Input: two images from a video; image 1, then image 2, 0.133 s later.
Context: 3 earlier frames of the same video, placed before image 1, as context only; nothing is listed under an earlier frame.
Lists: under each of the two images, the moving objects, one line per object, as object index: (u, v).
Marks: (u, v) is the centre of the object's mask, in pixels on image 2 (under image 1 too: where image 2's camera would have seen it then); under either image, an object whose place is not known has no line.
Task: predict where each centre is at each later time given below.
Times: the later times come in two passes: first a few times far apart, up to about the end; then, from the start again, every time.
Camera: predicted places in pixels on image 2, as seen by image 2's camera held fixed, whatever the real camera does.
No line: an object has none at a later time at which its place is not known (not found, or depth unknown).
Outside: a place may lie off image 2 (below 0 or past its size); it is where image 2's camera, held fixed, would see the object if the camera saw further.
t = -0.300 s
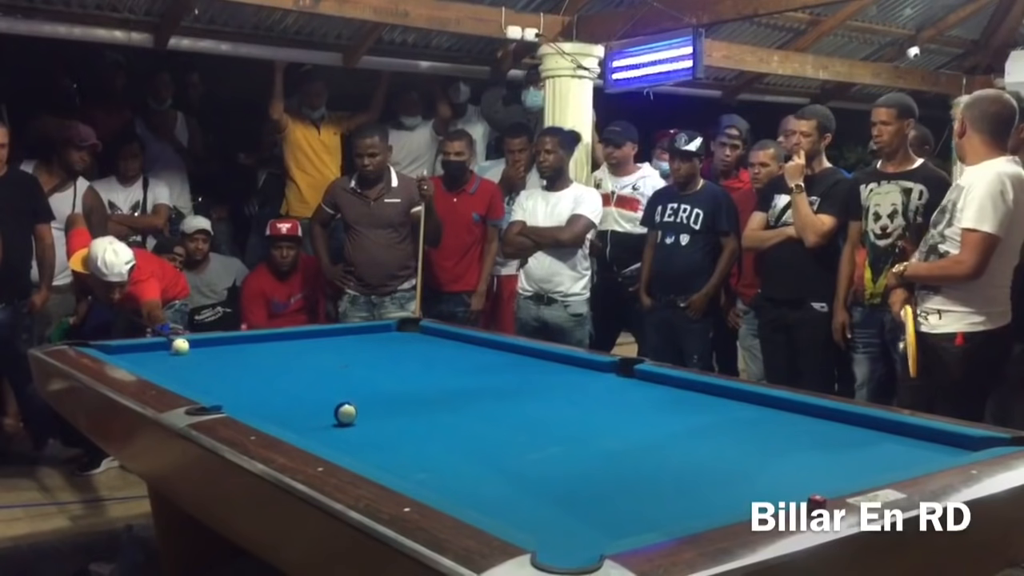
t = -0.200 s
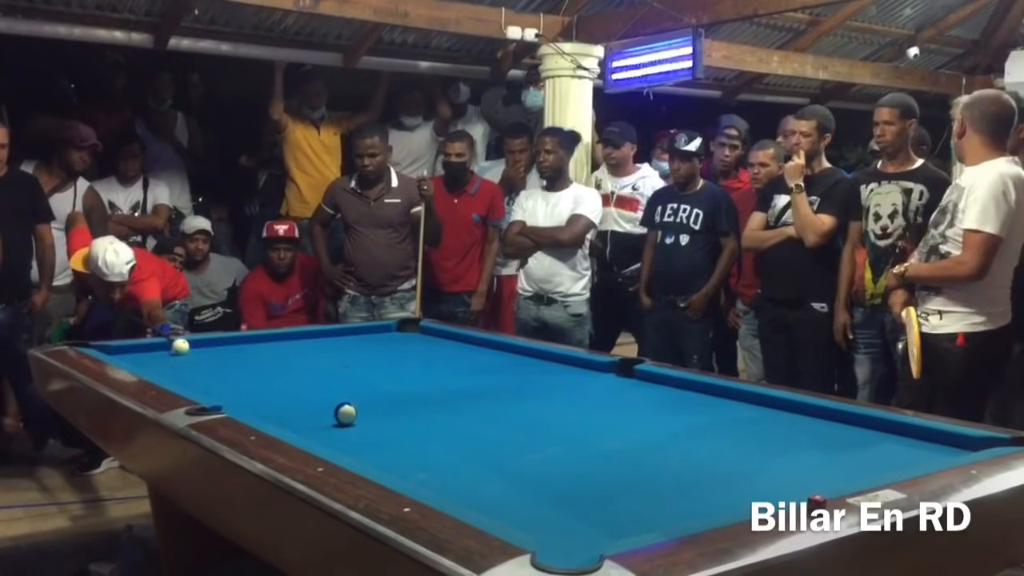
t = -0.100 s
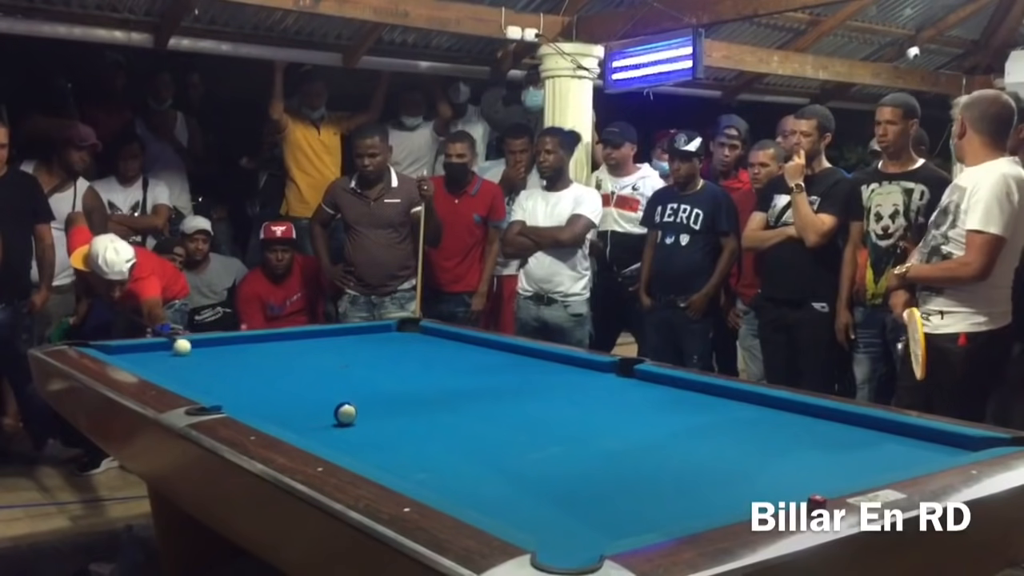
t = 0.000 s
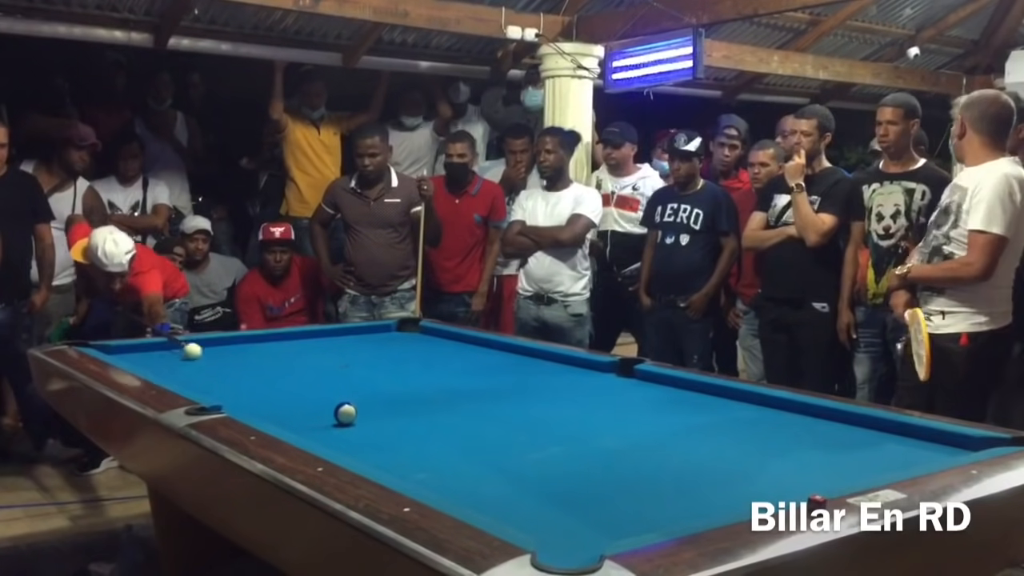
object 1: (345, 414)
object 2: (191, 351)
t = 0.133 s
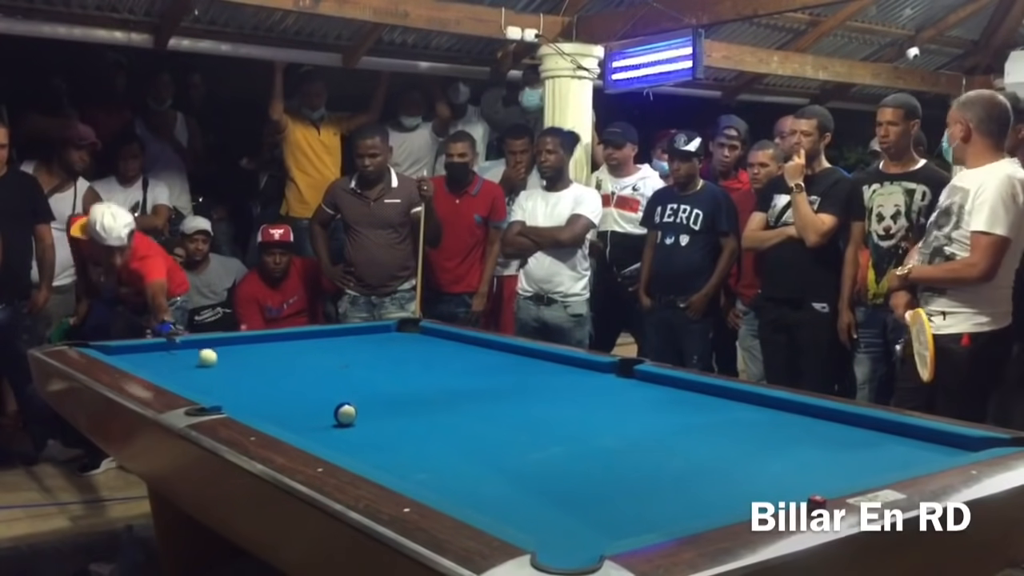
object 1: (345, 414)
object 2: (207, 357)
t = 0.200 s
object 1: (345, 414)
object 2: (215, 360)
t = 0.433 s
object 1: (345, 414)
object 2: (244, 371)
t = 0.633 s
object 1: (345, 414)
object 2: (272, 381)
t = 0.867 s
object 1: (345, 414)
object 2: (307, 395)
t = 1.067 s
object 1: (345, 414)
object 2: (336, 404)
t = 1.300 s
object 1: (361, 426)
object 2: (365, 407)
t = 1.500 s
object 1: (375, 436)
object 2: (384, 413)
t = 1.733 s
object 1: (391, 448)
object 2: (405, 415)
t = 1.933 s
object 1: (406, 460)
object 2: (422, 416)
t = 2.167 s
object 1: (424, 473)
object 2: (440, 417)
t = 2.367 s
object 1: (440, 482)
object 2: (454, 418)
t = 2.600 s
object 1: (458, 493)
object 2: (468, 419)
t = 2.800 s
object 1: (479, 502)
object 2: (478, 421)
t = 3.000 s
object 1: (501, 508)
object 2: (487, 421)
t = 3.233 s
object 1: (525, 516)
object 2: (495, 421)
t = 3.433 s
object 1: (543, 522)
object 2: (500, 422)
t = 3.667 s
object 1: (563, 528)
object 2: (503, 421)
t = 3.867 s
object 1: (579, 531)
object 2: (504, 422)
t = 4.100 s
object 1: (593, 536)
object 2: (504, 421)
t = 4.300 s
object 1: (601, 536)
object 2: (504, 421)
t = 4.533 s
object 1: (607, 535)
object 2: (504, 421)
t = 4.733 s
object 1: (605, 535)
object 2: (504, 422)
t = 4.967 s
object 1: (605, 535)
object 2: (504, 421)
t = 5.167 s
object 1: (605, 536)
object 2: (504, 421)
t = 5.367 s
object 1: (605, 535)
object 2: (504, 422)
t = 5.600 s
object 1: (605, 536)
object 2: (504, 422)
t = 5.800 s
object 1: (605, 536)
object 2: (504, 422)
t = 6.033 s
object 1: (604, 536)
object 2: (504, 422)
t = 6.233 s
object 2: (505, 421)
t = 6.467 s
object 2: (504, 422)
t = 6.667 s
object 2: (505, 421)
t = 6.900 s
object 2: (504, 421)
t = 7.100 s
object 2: (504, 421)
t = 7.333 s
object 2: (504, 421)
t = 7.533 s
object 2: (504, 421)
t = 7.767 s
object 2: (504, 421)
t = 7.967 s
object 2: (504, 421)
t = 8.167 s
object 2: (505, 421)
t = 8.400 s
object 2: (504, 421)
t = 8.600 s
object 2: (505, 421)
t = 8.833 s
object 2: (505, 421)
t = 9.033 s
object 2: (505, 421)
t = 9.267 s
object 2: (505, 421)
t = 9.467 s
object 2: (505, 421)
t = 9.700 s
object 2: (504, 421)
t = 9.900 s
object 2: (505, 421)
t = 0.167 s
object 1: (345, 414)
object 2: (211, 358)
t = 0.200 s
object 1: (345, 414)
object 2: (215, 360)
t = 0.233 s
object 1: (345, 414)
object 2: (219, 362)
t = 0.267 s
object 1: (345, 414)
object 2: (223, 363)
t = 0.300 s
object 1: (345, 414)
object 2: (227, 364)
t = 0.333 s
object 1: (345, 414)
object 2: (231, 366)
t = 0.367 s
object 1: (345, 414)
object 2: (235, 368)
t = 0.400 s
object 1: (345, 414)
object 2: (240, 369)
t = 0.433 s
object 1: (345, 414)
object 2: (244, 371)
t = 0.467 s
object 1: (345, 414)
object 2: (249, 372)
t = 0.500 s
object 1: (345, 414)
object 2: (253, 374)
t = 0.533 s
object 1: (345, 414)
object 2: (258, 376)
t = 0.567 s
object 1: (345, 414)
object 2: (262, 378)
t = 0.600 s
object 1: (345, 414)
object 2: (267, 379)
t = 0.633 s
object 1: (345, 414)
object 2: (272, 381)
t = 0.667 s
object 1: (345, 414)
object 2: (277, 383)
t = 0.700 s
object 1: (345, 414)
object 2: (281, 385)
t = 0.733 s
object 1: (345, 414)
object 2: (287, 387)
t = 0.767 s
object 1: (345, 414)
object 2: (291, 389)
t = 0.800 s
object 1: (345, 414)
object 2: (297, 391)
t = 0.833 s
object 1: (345, 414)
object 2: (302, 393)
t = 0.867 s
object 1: (345, 414)
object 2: (307, 395)
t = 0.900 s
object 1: (345, 414)
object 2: (312, 397)
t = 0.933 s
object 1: (345, 414)
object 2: (318, 400)
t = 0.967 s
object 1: (345, 414)
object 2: (323, 402)
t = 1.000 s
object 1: (345, 414)
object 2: (328, 403)
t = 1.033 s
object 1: (345, 413)
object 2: (332, 404)
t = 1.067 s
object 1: (345, 414)
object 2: (336, 404)
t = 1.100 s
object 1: (348, 415)
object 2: (341, 403)
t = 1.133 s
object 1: (350, 418)
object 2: (345, 404)
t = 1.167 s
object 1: (353, 420)
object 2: (350, 405)
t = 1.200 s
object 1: (355, 420)
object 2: (353, 405)
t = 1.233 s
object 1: (358, 422)
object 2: (358, 405)
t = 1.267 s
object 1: (360, 424)
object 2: (361, 407)
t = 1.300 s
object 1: (361, 426)
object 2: (365, 407)
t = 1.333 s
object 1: (364, 427)
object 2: (368, 408)
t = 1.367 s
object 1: (366, 429)
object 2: (371, 408)
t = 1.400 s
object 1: (368, 431)
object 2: (374, 410)
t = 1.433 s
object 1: (370, 433)
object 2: (378, 411)
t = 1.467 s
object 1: (373, 435)
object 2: (381, 412)
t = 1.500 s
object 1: (375, 436)
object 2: (384, 413)
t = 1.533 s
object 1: (377, 438)
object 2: (387, 413)
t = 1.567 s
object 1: (380, 439)
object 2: (390, 414)
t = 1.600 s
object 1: (382, 442)
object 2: (393, 414)
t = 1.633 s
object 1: (385, 444)
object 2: (396, 414)
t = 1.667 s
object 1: (387, 445)
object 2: (399, 414)
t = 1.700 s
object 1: (389, 447)
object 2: (402, 414)
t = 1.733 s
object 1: (391, 448)
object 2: (405, 415)
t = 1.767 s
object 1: (394, 450)
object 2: (408, 415)
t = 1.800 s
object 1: (396, 453)
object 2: (411, 415)
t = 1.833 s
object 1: (399, 454)
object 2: (414, 416)
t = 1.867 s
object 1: (401, 456)
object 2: (416, 416)
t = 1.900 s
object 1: (404, 458)
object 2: (419, 416)
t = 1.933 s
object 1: (406, 460)
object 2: (422, 416)
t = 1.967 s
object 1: (409, 462)
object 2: (424, 416)
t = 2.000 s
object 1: (411, 463)
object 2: (427, 416)
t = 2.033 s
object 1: (414, 465)
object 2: (430, 417)
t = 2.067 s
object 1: (416, 467)
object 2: (432, 417)
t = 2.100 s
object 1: (419, 468)
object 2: (435, 417)
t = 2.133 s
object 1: (422, 471)
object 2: (437, 417)
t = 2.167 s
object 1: (424, 473)
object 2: (440, 417)
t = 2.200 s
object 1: (427, 474)
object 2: (442, 417)
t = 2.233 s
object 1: (429, 475)
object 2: (445, 418)
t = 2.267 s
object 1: (432, 477)
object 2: (447, 419)
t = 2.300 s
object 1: (435, 479)
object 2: (450, 418)
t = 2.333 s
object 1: (437, 481)
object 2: (452, 418)
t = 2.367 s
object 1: (440, 482)
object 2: (454, 418)
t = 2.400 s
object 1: (442, 483)
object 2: (456, 419)
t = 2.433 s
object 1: (445, 485)
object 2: (458, 419)
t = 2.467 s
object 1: (448, 486)
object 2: (460, 419)
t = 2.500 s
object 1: (450, 488)
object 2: (462, 419)
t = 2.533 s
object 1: (453, 490)
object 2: (464, 419)
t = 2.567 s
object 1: (456, 492)
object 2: (466, 419)
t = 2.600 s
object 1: (458, 493)
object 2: (468, 419)
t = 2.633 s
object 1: (461, 494)
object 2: (470, 419)
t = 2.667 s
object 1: (464, 495)
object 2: (471, 420)
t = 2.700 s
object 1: (468, 497)
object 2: (473, 420)
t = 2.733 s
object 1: (472, 499)
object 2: (475, 420)
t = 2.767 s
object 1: (475, 501)
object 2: (477, 421)
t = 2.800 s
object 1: (479, 502)
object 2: (478, 421)
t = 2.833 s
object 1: (483, 503)
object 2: (480, 421)
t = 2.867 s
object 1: (486, 504)
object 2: (481, 420)
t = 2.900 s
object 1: (490, 505)
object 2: (483, 421)
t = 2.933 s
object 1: (494, 506)
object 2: (484, 421)
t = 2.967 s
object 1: (498, 507)
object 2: (485, 422)
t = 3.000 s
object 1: (501, 508)
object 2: (487, 421)
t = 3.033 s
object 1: (504, 509)
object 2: (488, 421)
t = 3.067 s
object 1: (508, 510)
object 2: (490, 422)
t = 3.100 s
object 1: (511, 511)
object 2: (491, 422)
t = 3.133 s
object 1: (515, 512)
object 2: (492, 421)
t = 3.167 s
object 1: (518, 513)
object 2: (493, 421)
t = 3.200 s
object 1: (521, 515)
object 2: (494, 422)
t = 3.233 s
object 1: (525, 516)
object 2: (495, 421)
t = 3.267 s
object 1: (528, 517)
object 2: (496, 421)
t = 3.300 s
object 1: (531, 518)
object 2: (497, 421)
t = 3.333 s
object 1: (535, 519)
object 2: (498, 421)
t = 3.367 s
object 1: (538, 520)
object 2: (498, 422)
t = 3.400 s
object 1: (541, 521)
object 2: (499, 421)
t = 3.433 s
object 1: (543, 522)
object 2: (500, 422)
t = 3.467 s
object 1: (546, 524)
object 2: (501, 421)
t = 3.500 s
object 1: (549, 524)
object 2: (501, 422)
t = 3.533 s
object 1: (552, 525)
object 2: (502, 422)
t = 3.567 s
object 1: (555, 526)
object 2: (502, 422)
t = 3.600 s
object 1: (558, 526)
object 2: (503, 421)
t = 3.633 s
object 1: (560, 527)
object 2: (503, 422)
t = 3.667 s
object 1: (563, 528)
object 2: (503, 421)
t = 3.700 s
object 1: (566, 528)
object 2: (504, 421)
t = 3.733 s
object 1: (569, 529)
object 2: (504, 421)
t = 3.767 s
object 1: (571, 529)
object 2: (504, 422)
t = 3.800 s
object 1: (574, 530)
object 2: (504, 421)
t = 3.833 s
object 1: (576, 531)
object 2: (504, 421)
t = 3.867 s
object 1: (579, 531)
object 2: (504, 422)
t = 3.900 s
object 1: (581, 532)
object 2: (504, 422)
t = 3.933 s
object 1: (584, 532)
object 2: (504, 422)
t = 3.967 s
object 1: (586, 533)
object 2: (504, 422)
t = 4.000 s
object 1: (588, 534)
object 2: (504, 422)
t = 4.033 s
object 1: (590, 535)
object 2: (504, 422)
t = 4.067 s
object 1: (592, 535)
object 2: (504, 422)
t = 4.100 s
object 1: (593, 536)
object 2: (504, 421)
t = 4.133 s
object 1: (595, 536)
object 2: (504, 422)
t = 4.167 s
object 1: (596, 536)
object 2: (504, 422)
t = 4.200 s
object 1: (598, 536)
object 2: (504, 422)
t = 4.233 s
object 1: (599, 536)
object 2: (504, 421)
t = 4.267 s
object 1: (600, 536)
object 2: (504, 422)
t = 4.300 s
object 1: (601, 536)
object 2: (504, 421)
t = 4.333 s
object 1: (602, 536)
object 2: (504, 422)
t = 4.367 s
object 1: (603, 536)
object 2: (504, 422)
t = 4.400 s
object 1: (605, 536)
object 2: (504, 421)
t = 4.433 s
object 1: (606, 535)
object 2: (504, 421)
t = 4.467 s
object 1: (607, 536)
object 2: (504, 421)
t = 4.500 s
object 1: (607, 535)
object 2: (504, 421)
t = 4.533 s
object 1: (607, 535)
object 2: (504, 421)
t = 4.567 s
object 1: (606, 535)
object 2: (504, 421)
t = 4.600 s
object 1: (606, 535)
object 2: (504, 422)
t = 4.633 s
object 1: (606, 535)
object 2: (504, 421)
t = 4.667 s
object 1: (605, 535)
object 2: (504, 421)
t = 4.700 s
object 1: (605, 535)
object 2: (504, 422)
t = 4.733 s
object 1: (605, 535)
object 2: (504, 422)
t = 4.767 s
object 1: (605, 535)
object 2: (504, 422)
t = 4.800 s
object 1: (605, 535)
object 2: (504, 421)
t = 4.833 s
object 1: (605, 535)
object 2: (504, 421)
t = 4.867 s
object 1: (605, 535)
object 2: (504, 422)
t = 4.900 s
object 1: (605, 535)
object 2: (504, 422)
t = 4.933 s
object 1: (605, 535)
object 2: (504, 421)
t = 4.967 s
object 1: (605, 535)
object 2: (504, 421)
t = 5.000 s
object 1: (605, 535)
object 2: (504, 421)
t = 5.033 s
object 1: (605, 535)
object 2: (504, 422)
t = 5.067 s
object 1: (605, 535)
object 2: (504, 421)
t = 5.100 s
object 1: (605, 535)
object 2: (504, 421)
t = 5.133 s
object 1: (605, 536)
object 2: (504, 422)
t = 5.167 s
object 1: (605, 536)
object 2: (504, 421)
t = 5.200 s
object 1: (605, 536)
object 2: (504, 422)
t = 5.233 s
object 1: (605, 536)
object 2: (504, 421)
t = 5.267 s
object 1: (605, 536)
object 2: (504, 422)
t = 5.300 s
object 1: (605, 536)
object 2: (504, 421)
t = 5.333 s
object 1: (605, 536)
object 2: (504, 421)
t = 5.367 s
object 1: (605, 535)
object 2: (504, 422)
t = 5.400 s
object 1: (605, 535)
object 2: (504, 421)
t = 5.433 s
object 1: (605, 535)
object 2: (504, 421)
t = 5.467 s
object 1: (605, 535)
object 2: (504, 421)
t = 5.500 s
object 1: (605, 535)
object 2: (504, 422)
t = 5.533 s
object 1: (605, 535)
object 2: (504, 421)
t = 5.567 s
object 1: (605, 536)
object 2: (504, 421)
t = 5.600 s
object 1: (605, 536)
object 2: (504, 422)
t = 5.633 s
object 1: (605, 536)
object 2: (504, 421)
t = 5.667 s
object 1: (604, 536)
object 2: (504, 421)
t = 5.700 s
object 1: (604, 536)
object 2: (504, 421)
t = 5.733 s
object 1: (604, 535)
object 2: (504, 421)
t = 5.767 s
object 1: (605, 535)
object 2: (504, 421)
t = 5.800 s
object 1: (605, 536)
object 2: (504, 422)
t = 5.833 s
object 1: (605, 535)
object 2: (504, 421)
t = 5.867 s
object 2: (504, 421)
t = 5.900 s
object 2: (504, 421)
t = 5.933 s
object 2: (504, 421)
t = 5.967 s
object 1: (604, 535)
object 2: (504, 421)
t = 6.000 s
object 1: (604, 536)
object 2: (504, 422)
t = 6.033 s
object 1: (604, 536)
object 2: (504, 422)
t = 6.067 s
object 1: (604, 535)
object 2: (504, 421)
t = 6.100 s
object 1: (604, 535)
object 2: (504, 421)
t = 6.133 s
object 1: (604, 535)
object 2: (504, 421)
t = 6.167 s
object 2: (504, 422)
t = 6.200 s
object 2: (504, 422)
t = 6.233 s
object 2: (505, 421)
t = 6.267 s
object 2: (505, 422)
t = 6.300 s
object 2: (505, 421)
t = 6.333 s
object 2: (505, 421)
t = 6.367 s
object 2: (505, 422)
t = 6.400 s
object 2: (504, 421)
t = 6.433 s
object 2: (504, 421)
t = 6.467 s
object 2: (504, 422)
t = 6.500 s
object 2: (504, 421)
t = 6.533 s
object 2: (504, 421)
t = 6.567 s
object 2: (505, 421)
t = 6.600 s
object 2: (505, 421)
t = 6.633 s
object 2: (505, 421)
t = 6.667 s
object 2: (505, 421)
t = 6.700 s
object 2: (504, 421)
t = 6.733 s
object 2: (505, 421)
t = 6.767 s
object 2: (504, 421)
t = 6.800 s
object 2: (505, 421)
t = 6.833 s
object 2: (504, 421)
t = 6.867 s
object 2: (504, 421)
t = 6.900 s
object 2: (504, 421)
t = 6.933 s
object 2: (504, 421)
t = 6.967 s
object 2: (504, 422)
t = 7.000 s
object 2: (504, 421)
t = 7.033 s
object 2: (504, 421)
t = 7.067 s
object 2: (504, 421)
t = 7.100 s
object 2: (504, 421)
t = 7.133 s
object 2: (504, 421)
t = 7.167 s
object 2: (504, 421)
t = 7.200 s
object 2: (504, 421)
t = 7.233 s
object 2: (504, 421)
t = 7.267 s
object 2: (504, 421)
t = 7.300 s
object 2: (504, 421)
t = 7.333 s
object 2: (504, 421)
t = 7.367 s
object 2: (504, 421)
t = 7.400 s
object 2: (504, 421)
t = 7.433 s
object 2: (504, 422)
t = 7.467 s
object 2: (504, 421)
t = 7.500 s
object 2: (504, 422)
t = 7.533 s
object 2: (504, 421)
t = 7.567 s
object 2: (504, 422)
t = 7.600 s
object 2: (504, 422)
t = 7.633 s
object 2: (504, 421)
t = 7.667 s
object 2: (504, 421)
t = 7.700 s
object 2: (504, 421)
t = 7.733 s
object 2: (504, 421)
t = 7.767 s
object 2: (504, 421)
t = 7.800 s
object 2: (504, 421)
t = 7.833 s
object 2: (504, 421)
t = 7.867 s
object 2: (504, 421)
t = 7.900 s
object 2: (504, 421)
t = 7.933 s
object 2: (504, 421)
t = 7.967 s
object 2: (504, 421)
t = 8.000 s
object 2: (504, 421)
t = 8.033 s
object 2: (505, 421)
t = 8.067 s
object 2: (504, 421)
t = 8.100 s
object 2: (505, 421)
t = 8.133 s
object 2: (505, 421)
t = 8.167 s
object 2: (505, 421)
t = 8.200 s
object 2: (504, 422)
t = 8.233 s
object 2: (505, 421)
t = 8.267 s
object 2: (504, 421)
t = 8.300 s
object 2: (505, 421)
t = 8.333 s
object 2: (505, 421)
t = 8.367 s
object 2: (505, 422)
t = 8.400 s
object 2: (504, 421)
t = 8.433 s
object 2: (504, 421)
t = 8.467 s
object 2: (505, 421)
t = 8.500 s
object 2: (505, 421)
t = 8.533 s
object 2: (505, 421)
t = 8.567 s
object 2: (505, 421)
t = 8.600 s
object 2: (505, 421)
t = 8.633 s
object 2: (505, 421)
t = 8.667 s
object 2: (505, 421)
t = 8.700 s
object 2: (505, 421)
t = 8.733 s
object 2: (505, 421)
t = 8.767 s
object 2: (505, 421)
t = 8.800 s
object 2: (505, 421)
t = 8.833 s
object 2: (505, 421)
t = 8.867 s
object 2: (505, 421)
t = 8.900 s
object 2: (505, 421)
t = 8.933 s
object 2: (505, 421)
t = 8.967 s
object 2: (505, 421)
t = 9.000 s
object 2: (505, 421)
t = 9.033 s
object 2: (505, 421)
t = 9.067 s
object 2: (505, 421)
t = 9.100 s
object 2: (505, 421)
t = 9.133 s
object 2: (505, 421)
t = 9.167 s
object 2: (505, 421)
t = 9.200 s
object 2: (505, 421)
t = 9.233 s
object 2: (505, 421)
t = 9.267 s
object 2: (505, 421)
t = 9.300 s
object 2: (505, 421)
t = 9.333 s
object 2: (504, 421)
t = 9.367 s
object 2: (504, 421)
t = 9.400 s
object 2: (504, 420)
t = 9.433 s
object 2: (505, 421)
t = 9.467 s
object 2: (505, 421)
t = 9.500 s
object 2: (505, 420)
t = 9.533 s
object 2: (504, 421)
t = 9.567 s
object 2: (505, 420)
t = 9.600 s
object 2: (504, 421)
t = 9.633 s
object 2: (505, 420)
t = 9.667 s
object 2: (505, 420)
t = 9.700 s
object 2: (504, 421)
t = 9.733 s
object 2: (505, 420)
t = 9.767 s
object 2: (505, 421)
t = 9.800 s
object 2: (505, 421)
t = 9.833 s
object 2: (505, 420)
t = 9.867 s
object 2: (505, 421)
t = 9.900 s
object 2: (505, 421)
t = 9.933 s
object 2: (505, 420)
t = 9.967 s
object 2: (505, 421)
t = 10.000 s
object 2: (505, 421)
